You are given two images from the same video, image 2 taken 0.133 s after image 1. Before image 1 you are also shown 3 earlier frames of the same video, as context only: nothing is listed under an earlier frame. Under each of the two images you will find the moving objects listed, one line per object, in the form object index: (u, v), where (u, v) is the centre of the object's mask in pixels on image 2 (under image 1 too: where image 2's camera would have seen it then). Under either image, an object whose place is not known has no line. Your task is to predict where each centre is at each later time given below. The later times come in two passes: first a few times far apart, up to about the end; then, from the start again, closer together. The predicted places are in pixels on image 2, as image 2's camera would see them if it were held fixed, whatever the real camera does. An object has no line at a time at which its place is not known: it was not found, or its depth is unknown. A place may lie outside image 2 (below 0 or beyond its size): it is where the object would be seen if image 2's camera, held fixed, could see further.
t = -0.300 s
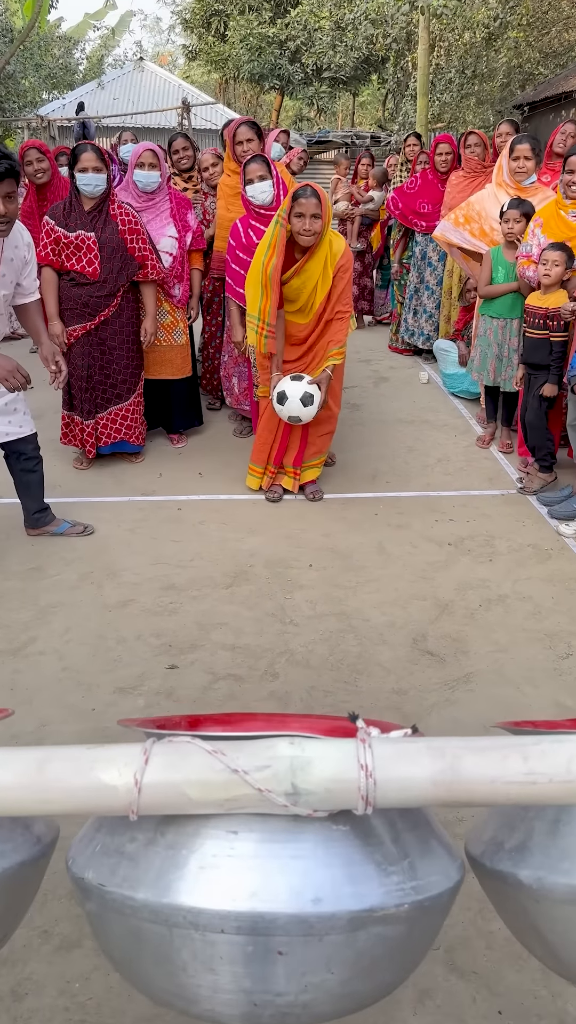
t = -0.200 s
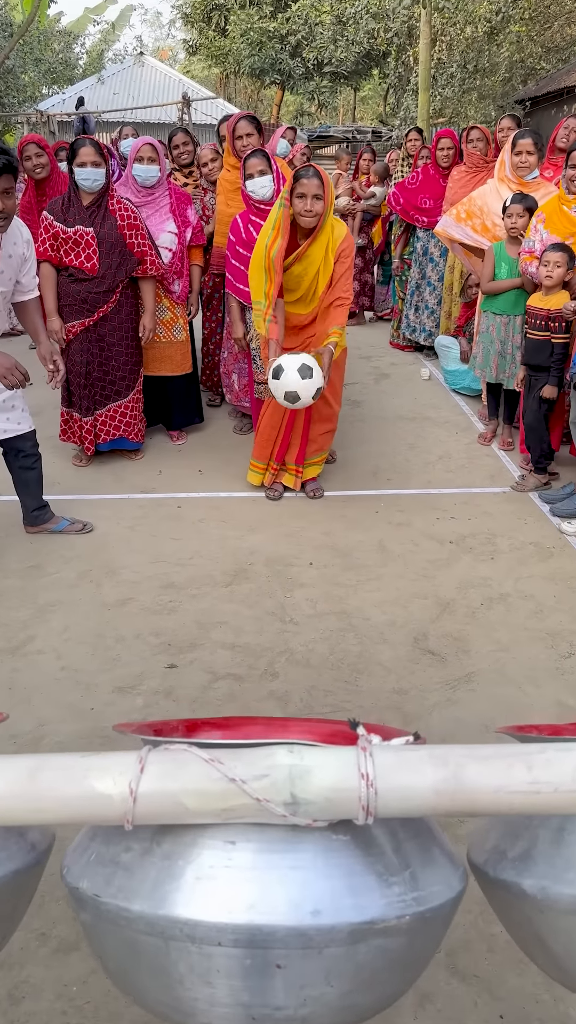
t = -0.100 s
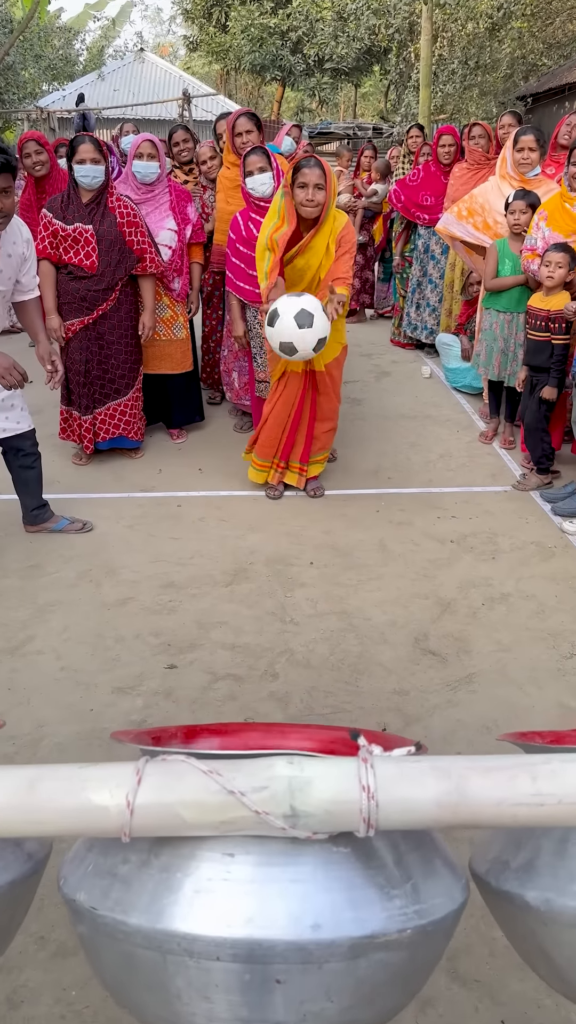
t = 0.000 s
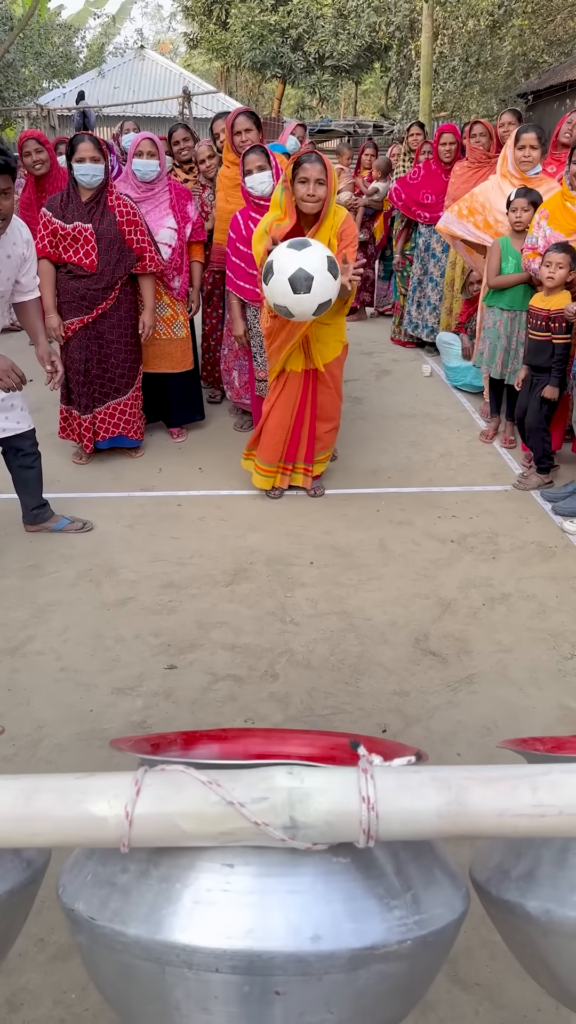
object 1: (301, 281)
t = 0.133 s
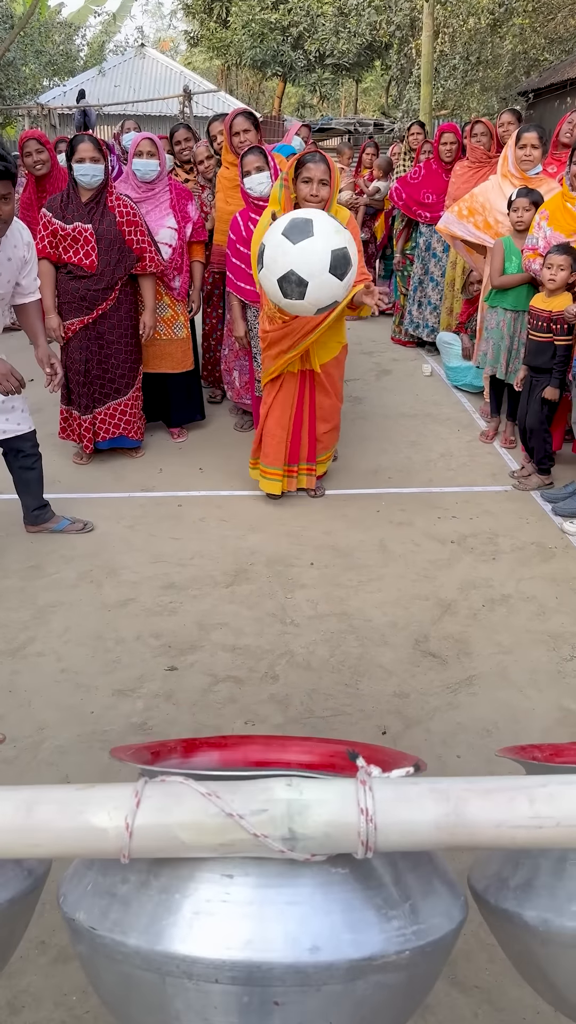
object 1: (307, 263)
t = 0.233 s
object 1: (313, 309)
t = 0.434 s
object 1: (327, 698)
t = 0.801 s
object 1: (315, 671)
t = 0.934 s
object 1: (312, 659)
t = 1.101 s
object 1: (294, 688)
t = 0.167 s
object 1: (309, 271)
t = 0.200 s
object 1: (311, 285)
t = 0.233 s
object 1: (313, 309)
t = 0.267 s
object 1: (316, 342)
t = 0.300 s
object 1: (318, 386)
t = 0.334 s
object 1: (321, 444)
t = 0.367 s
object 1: (324, 519)
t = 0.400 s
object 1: (329, 613)
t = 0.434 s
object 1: (327, 698)
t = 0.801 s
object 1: (315, 671)
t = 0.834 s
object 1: (316, 668)
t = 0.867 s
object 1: (316, 666)
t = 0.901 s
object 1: (314, 661)
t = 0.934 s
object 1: (312, 659)
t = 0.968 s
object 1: (309, 660)
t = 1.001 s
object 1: (304, 662)
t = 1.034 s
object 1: (301, 669)
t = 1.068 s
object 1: (298, 677)
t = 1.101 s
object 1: (294, 688)
